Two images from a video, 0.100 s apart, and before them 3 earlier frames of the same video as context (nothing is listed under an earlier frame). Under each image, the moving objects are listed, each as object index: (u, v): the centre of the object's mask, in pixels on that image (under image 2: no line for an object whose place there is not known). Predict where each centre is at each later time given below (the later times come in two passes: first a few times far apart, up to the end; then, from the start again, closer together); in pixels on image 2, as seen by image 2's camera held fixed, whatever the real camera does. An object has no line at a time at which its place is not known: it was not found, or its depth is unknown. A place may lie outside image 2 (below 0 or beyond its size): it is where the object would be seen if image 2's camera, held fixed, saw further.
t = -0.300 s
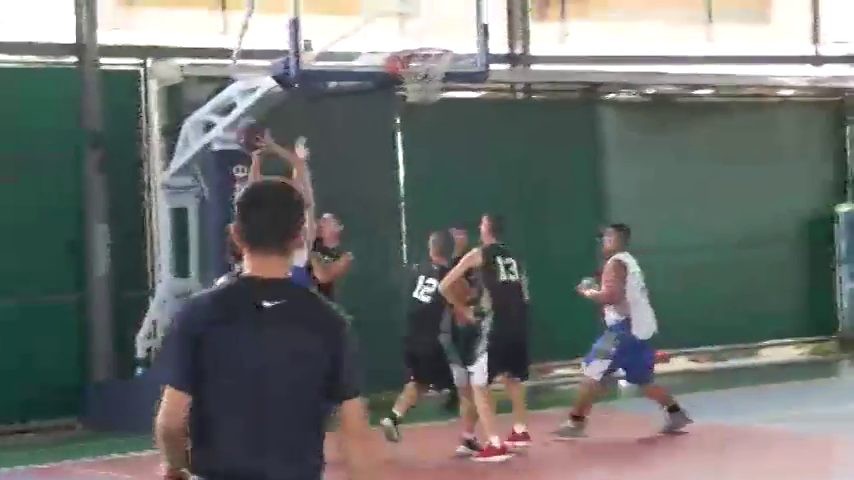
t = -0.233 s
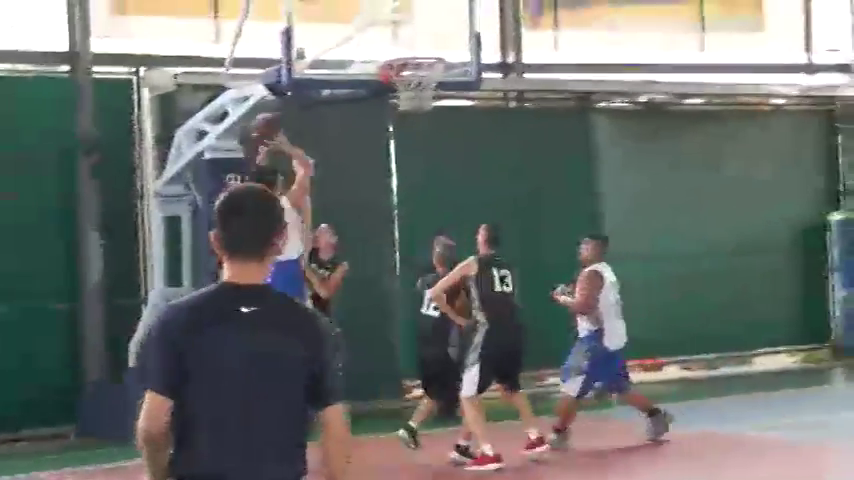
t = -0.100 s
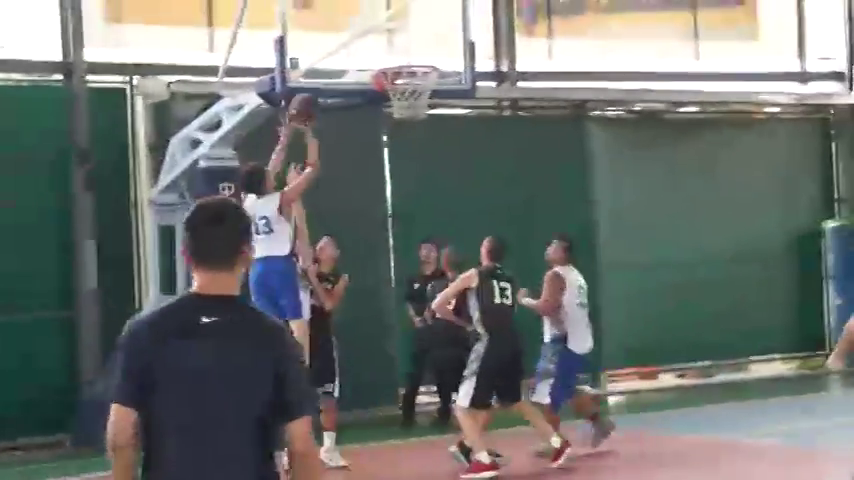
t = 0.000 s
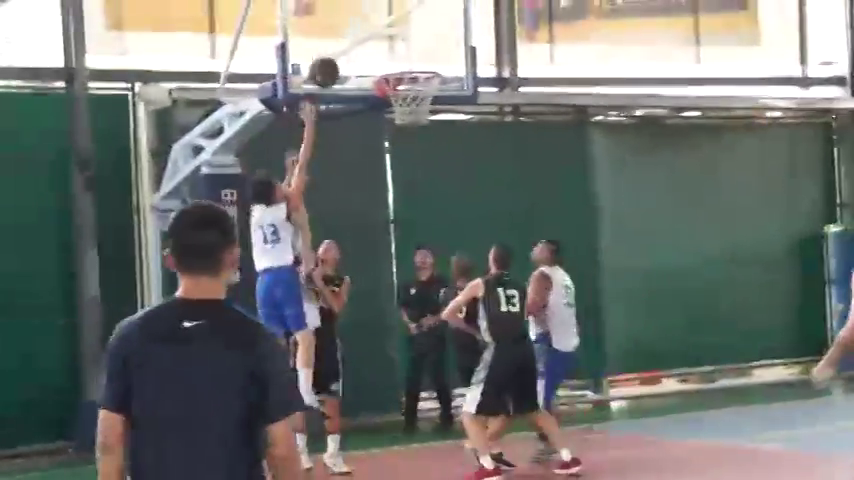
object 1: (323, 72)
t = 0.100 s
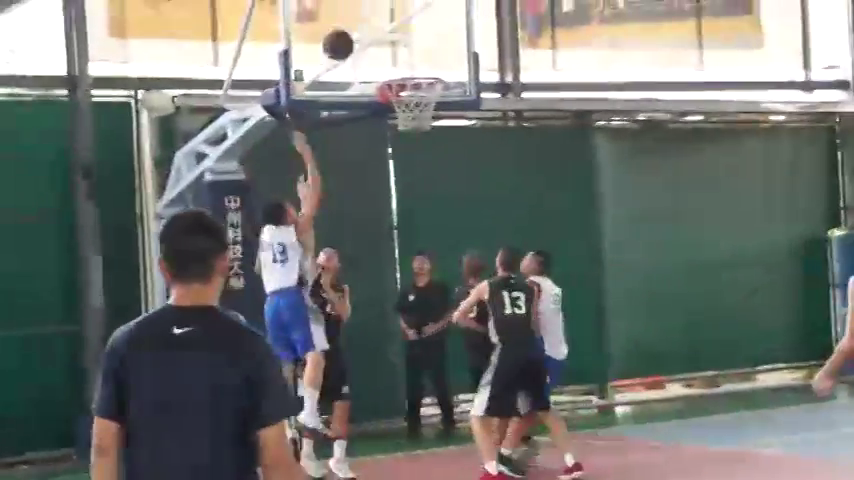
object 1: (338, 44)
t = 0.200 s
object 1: (350, 24)
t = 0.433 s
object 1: (398, 40)
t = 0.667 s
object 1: (406, 92)
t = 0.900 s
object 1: (404, 107)
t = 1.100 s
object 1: (425, 118)
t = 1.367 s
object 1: (419, 163)
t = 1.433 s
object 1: (419, 190)
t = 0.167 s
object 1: (346, 29)
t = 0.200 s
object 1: (350, 24)
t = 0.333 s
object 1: (372, 22)
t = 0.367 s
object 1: (381, 27)
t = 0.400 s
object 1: (389, 33)
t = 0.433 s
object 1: (398, 40)
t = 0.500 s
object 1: (415, 60)
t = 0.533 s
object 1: (424, 71)
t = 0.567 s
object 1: (424, 78)
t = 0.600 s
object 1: (417, 81)
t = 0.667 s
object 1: (406, 92)
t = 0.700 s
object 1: (405, 94)
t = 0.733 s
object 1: (401, 101)
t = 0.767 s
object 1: (398, 105)
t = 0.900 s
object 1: (404, 107)
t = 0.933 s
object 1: (404, 109)
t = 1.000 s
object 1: (420, 114)
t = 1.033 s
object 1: (423, 117)
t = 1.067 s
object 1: (421, 115)
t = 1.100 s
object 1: (425, 118)
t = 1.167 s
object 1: (427, 120)
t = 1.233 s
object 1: (422, 133)
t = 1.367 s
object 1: (419, 163)
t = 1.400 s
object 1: (418, 177)
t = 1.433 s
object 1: (419, 190)
